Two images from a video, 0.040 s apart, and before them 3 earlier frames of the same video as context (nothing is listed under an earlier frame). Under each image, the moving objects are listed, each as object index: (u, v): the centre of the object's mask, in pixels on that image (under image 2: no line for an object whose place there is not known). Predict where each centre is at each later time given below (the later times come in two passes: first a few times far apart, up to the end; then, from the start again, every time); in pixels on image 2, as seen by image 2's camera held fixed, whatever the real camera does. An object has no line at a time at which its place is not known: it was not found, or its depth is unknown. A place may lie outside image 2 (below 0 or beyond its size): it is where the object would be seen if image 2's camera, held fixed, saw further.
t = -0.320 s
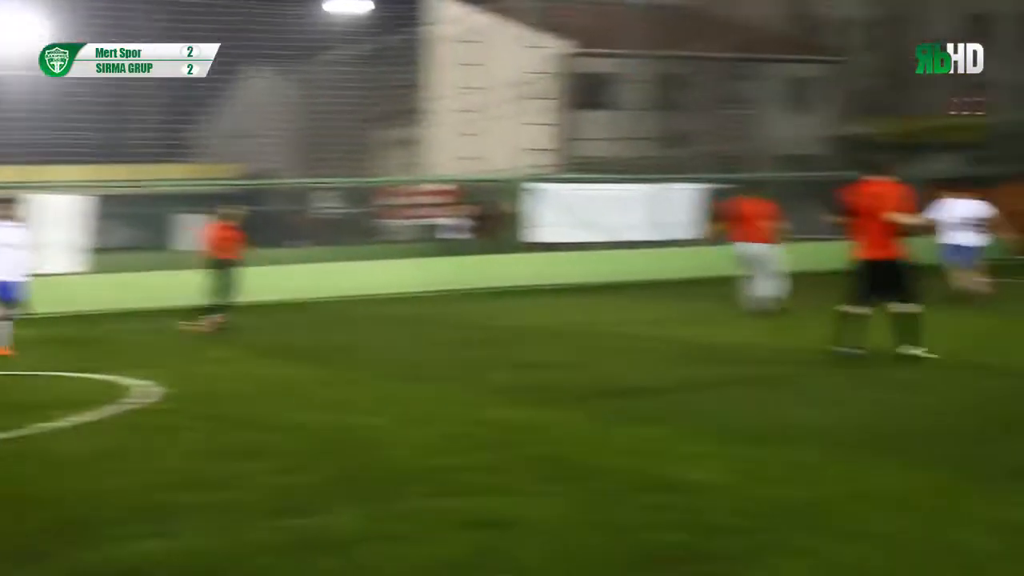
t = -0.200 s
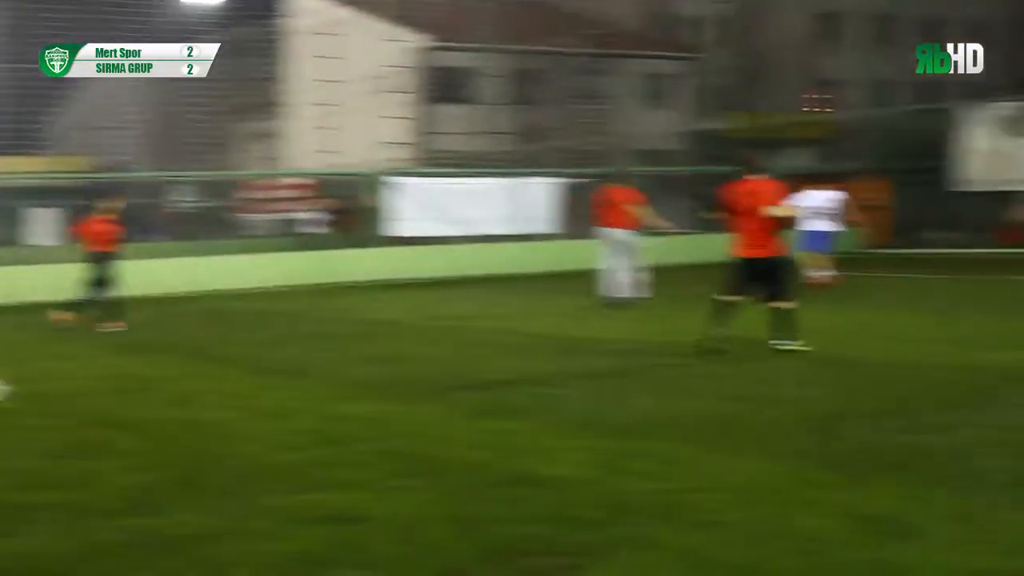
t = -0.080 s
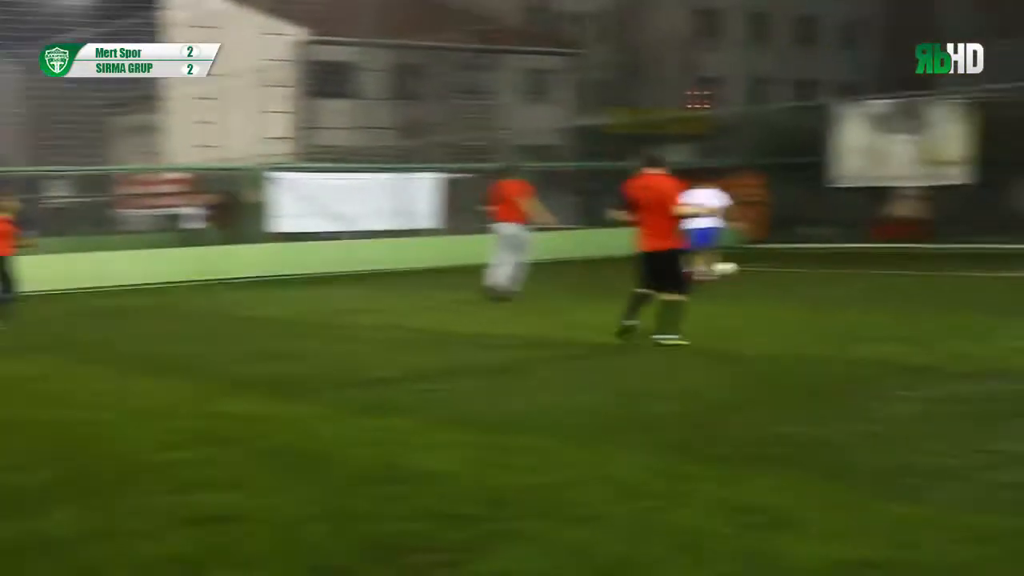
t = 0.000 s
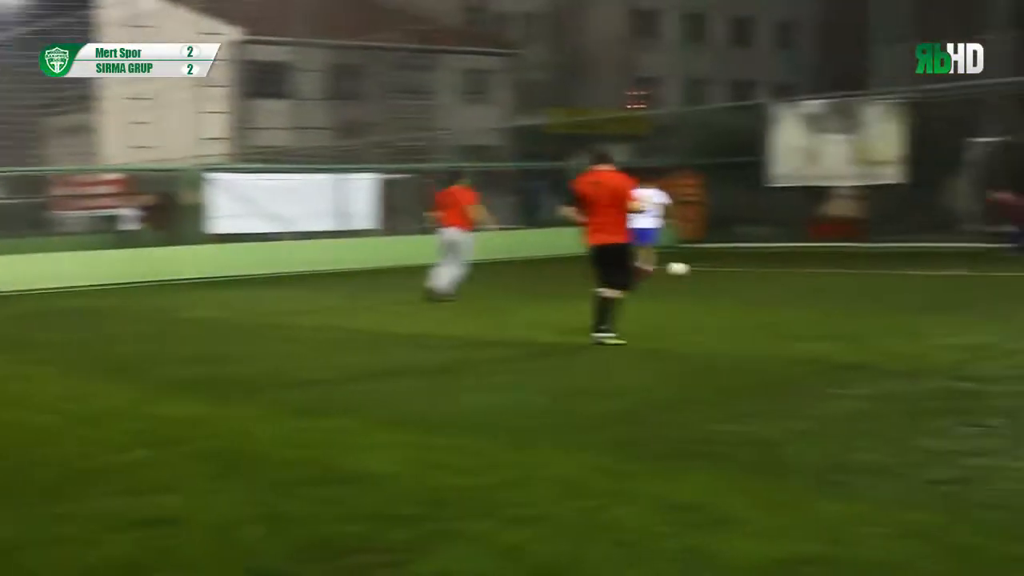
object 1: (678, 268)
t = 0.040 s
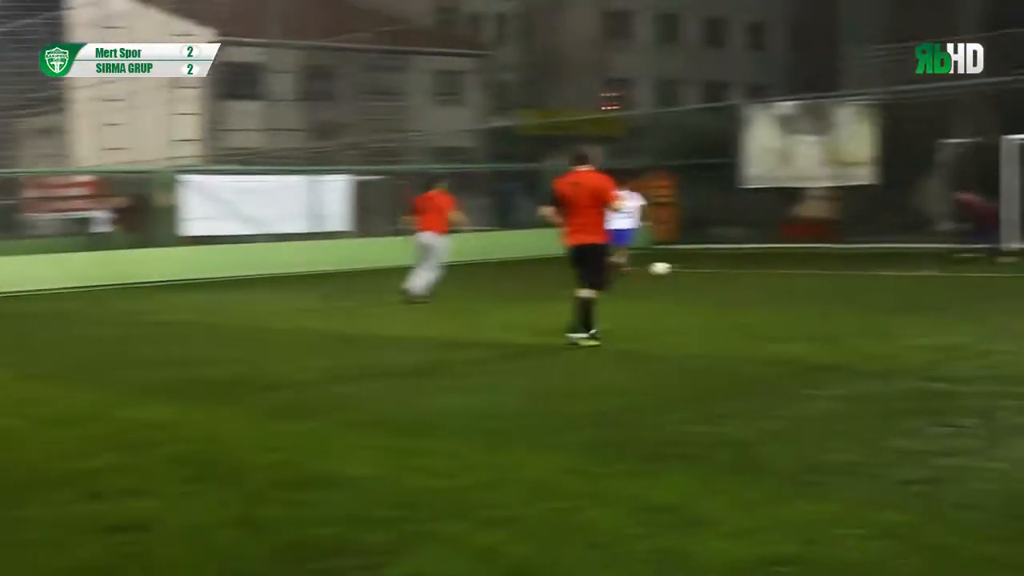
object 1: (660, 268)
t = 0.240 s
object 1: (700, 265)
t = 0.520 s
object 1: (749, 259)
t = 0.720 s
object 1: (782, 257)
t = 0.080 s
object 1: (668, 267)
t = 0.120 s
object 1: (676, 267)
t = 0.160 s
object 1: (684, 266)
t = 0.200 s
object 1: (692, 265)
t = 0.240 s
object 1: (700, 265)
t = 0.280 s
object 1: (708, 264)
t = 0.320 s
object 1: (714, 263)
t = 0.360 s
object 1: (722, 263)
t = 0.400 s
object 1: (729, 263)
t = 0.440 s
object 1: (736, 261)
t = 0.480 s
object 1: (743, 259)
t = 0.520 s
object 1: (749, 259)
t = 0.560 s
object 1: (756, 260)
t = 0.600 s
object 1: (762, 259)
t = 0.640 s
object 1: (769, 258)
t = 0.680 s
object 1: (775, 258)
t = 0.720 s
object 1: (782, 257)
